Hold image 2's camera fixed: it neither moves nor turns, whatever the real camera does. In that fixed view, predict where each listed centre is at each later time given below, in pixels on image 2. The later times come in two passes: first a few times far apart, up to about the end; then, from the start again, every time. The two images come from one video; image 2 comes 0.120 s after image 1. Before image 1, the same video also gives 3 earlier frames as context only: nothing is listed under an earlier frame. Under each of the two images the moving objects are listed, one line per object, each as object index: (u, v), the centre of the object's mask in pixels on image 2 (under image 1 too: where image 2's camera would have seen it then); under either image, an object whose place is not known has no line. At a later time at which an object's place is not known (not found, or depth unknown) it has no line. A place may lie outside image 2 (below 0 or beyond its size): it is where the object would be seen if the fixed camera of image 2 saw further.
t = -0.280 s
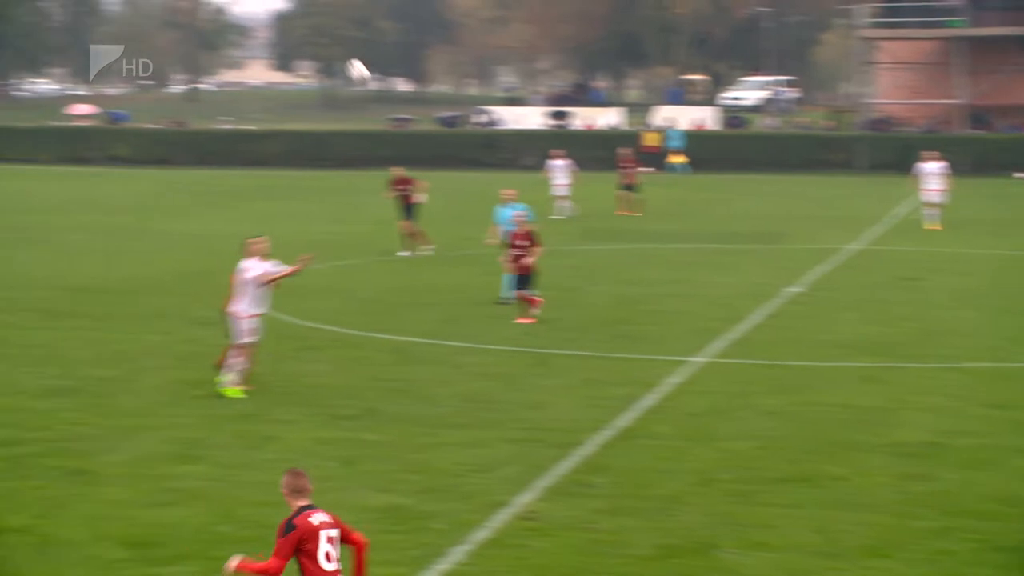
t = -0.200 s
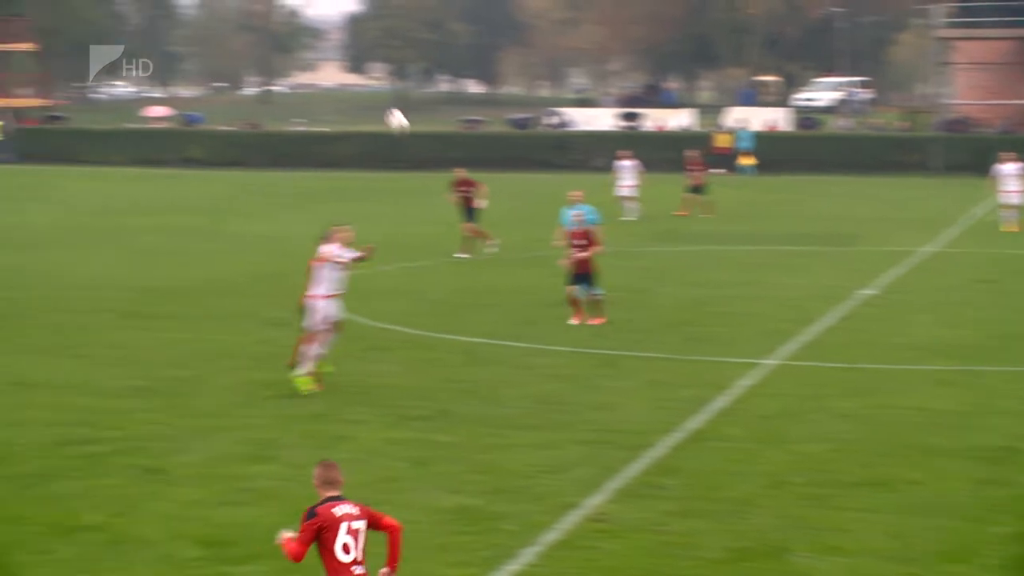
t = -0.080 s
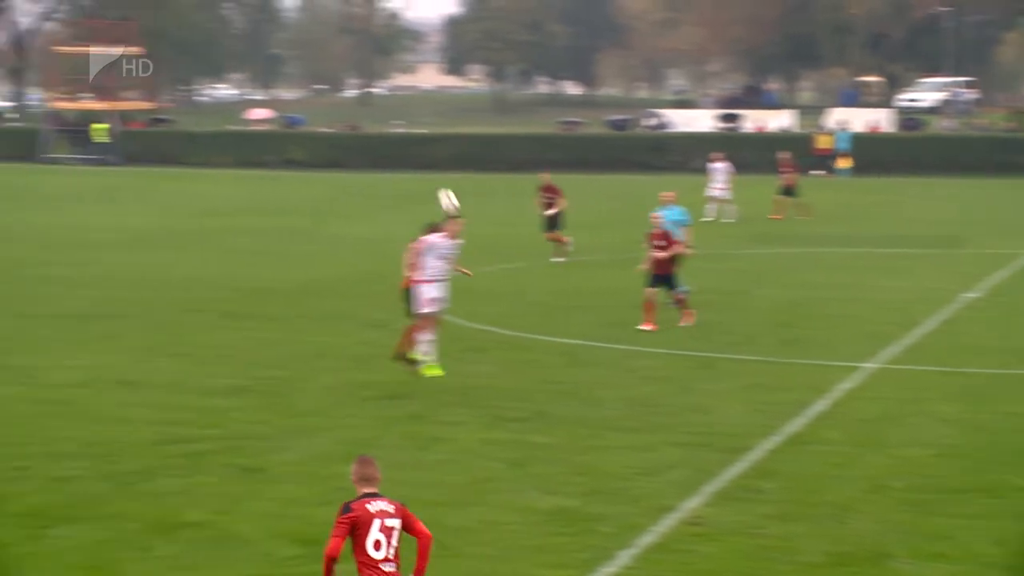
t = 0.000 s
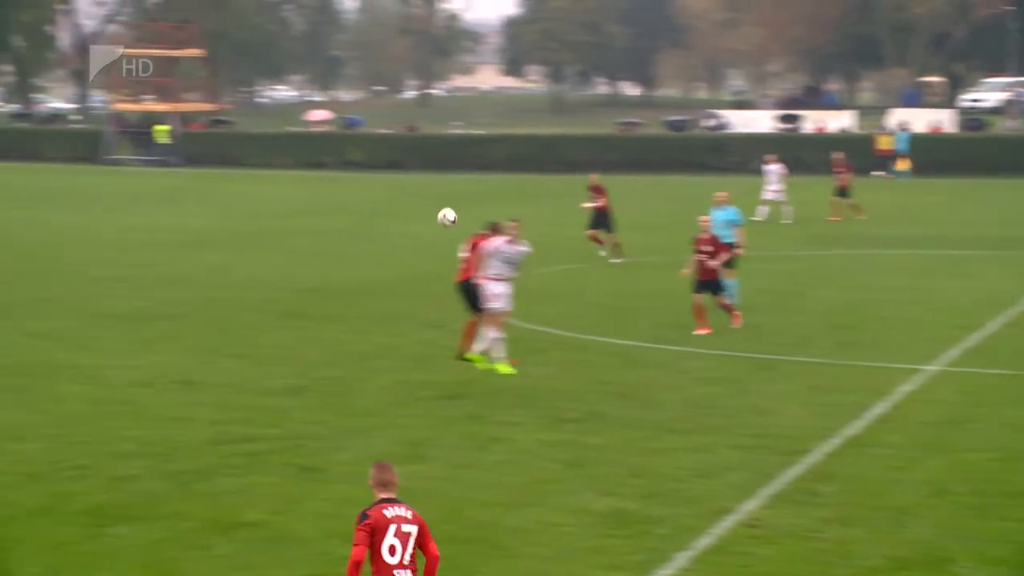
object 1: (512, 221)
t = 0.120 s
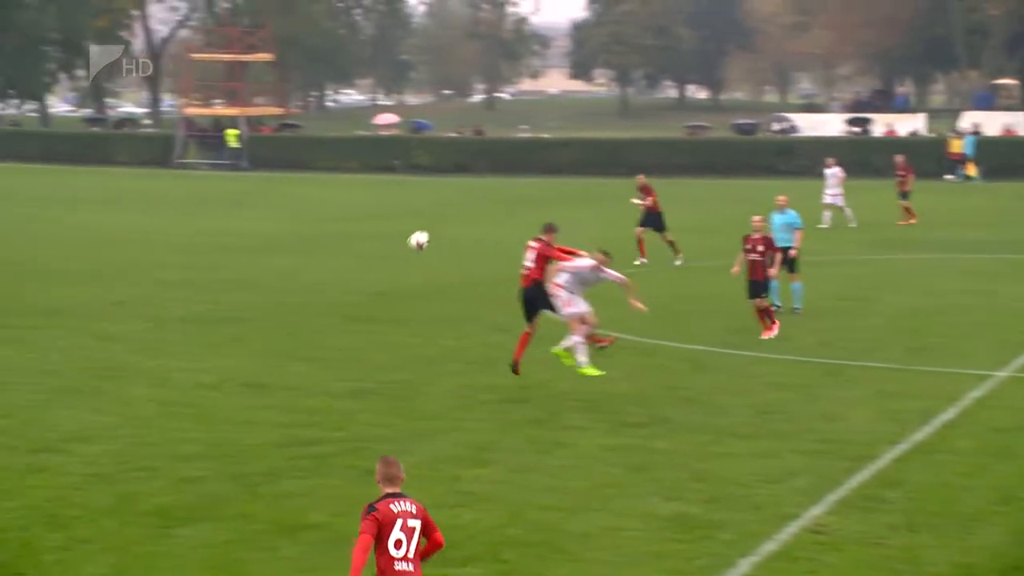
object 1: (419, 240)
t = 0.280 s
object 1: (298, 286)
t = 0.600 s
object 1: (86, 360)
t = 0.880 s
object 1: (-71, 316)
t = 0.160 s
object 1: (388, 250)
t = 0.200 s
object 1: (358, 261)
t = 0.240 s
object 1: (327, 273)
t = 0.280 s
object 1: (298, 286)
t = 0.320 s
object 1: (268, 302)
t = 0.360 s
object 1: (240, 317)
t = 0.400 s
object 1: (212, 335)
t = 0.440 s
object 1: (183, 355)
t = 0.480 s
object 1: (156, 374)
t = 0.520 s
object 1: (129, 386)
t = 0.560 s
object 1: (107, 373)
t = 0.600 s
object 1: (86, 360)
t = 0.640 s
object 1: (64, 350)
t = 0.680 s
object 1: (42, 340)
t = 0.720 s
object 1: (19, 332)
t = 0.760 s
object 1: (-3, 327)
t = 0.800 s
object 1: (-25, 321)
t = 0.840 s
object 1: (-49, 318)
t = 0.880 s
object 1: (-71, 316)
